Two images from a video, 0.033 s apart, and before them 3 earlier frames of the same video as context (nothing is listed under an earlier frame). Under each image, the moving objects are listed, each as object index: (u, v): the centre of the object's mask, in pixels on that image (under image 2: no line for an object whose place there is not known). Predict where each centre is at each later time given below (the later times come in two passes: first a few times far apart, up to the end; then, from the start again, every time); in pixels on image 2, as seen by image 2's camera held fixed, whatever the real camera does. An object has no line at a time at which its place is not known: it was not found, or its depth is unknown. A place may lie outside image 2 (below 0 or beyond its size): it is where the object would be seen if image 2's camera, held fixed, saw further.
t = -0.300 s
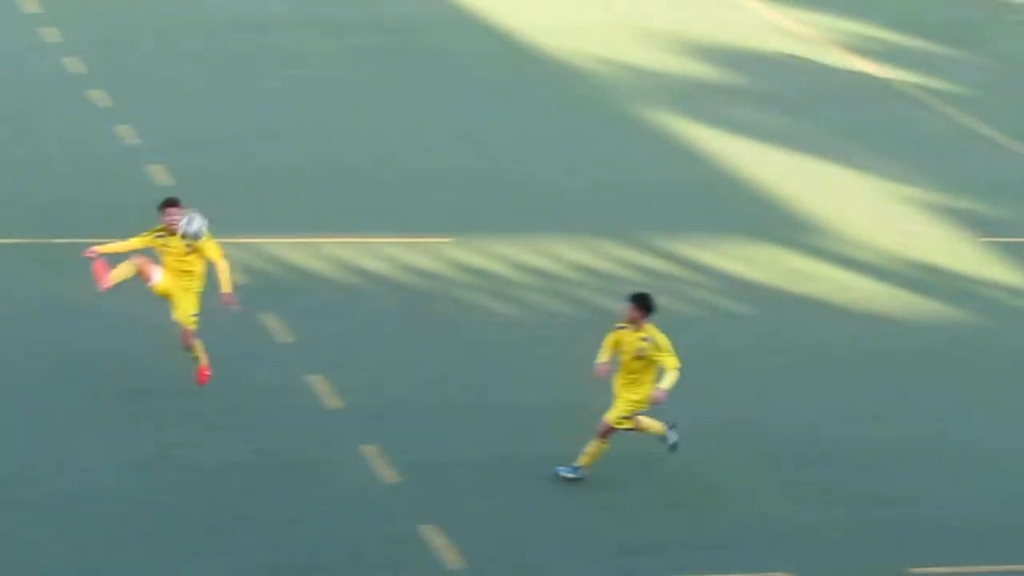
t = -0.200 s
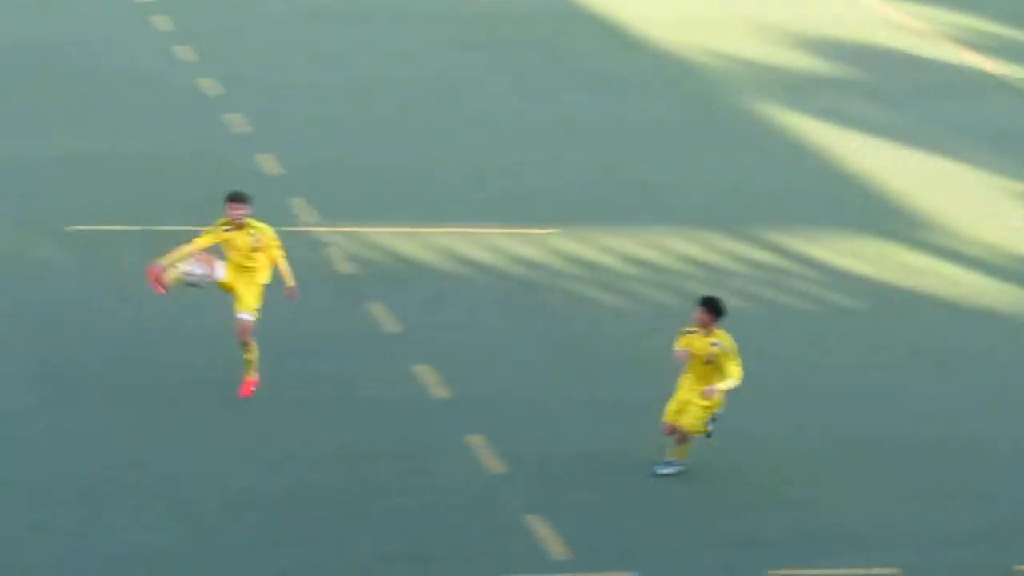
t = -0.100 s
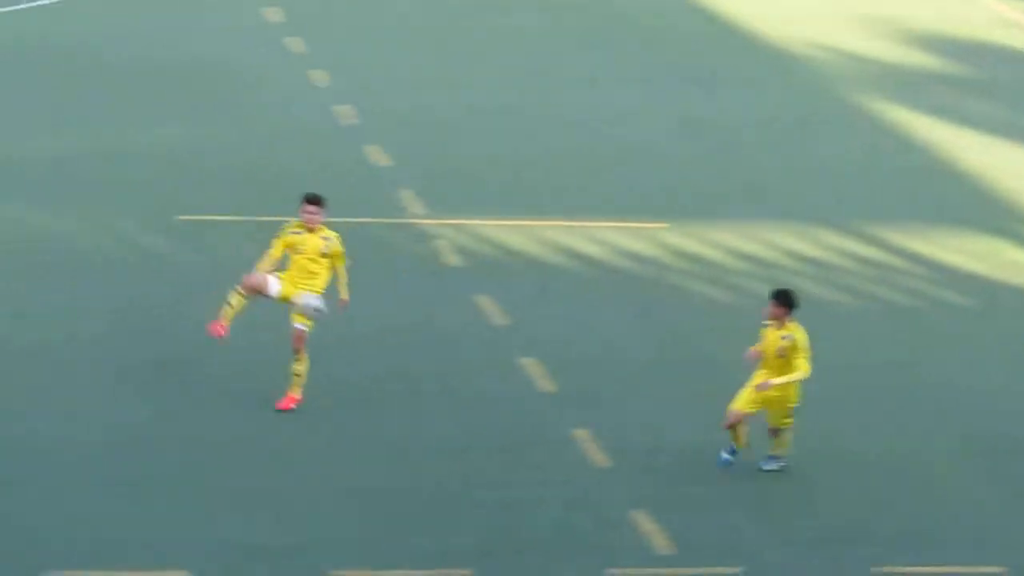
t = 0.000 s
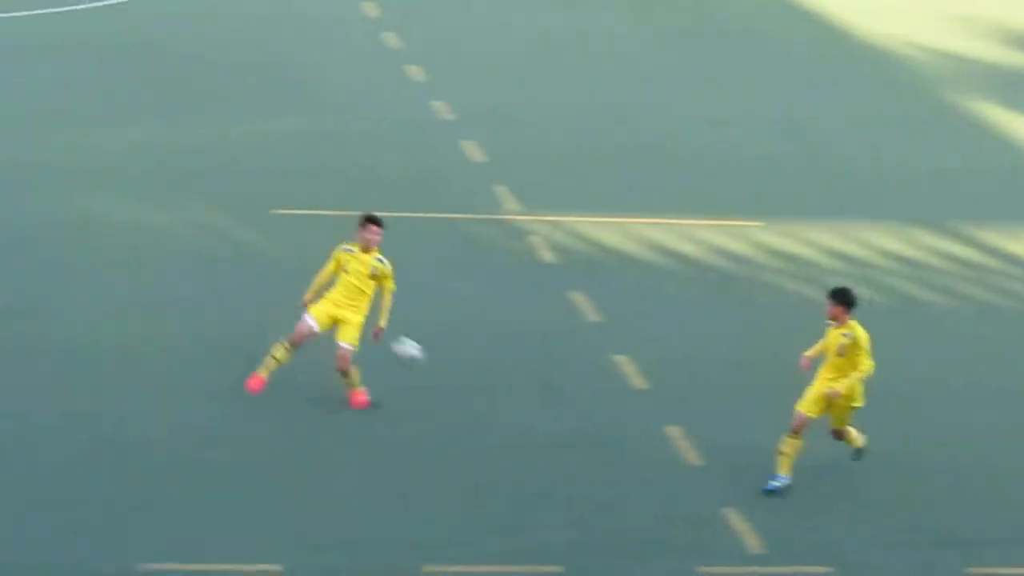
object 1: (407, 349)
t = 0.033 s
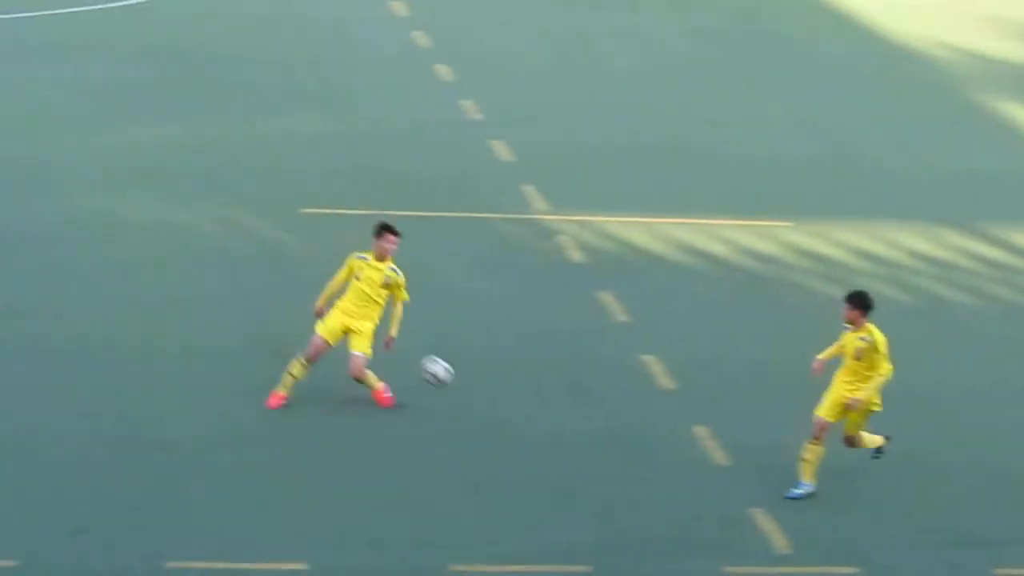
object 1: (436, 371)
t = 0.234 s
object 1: (466, 375)
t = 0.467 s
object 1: (508, 341)
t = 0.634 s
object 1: (535, 356)
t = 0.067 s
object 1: (437, 392)
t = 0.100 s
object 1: (440, 416)
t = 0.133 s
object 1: (445, 411)
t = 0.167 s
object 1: (451, 397)
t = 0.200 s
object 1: (458, 386)
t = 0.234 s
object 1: (466, 375)
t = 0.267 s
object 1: (472, 366)
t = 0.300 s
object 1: (478, 359)
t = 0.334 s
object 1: (484, 353)
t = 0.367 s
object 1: (489, 348)
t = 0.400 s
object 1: (496, 345)
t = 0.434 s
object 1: (501, 342)
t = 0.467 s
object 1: (508, 341)
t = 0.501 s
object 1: (512, 342)
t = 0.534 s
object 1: (518, 343)
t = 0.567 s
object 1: (523, 346)
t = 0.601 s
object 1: (529, 351)
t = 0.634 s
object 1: (535, 356)
